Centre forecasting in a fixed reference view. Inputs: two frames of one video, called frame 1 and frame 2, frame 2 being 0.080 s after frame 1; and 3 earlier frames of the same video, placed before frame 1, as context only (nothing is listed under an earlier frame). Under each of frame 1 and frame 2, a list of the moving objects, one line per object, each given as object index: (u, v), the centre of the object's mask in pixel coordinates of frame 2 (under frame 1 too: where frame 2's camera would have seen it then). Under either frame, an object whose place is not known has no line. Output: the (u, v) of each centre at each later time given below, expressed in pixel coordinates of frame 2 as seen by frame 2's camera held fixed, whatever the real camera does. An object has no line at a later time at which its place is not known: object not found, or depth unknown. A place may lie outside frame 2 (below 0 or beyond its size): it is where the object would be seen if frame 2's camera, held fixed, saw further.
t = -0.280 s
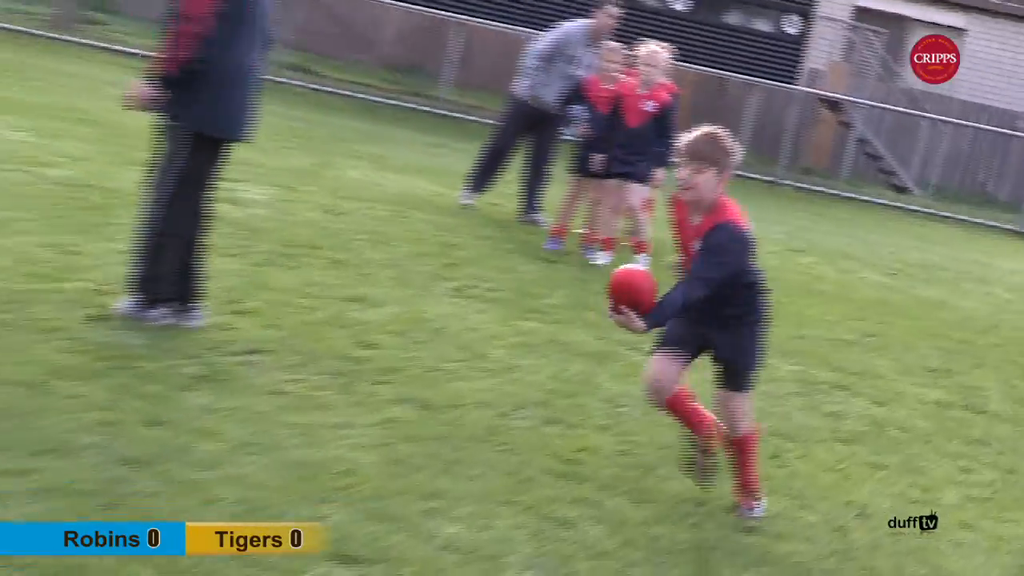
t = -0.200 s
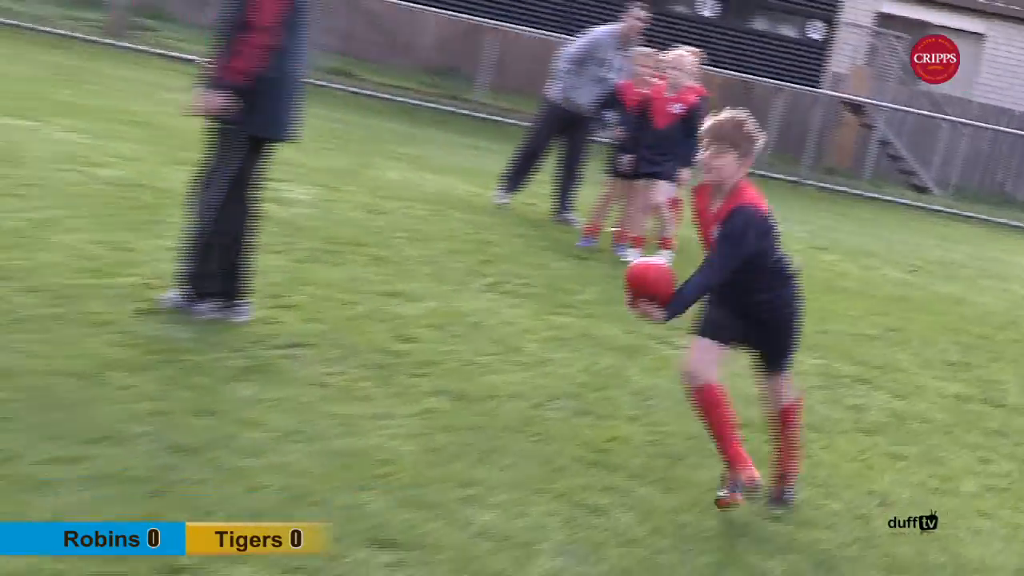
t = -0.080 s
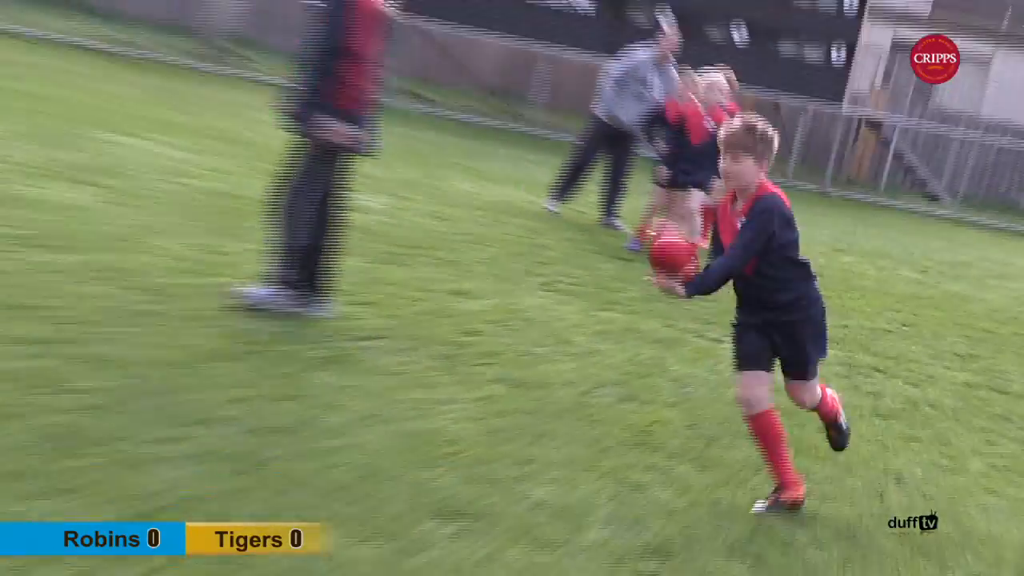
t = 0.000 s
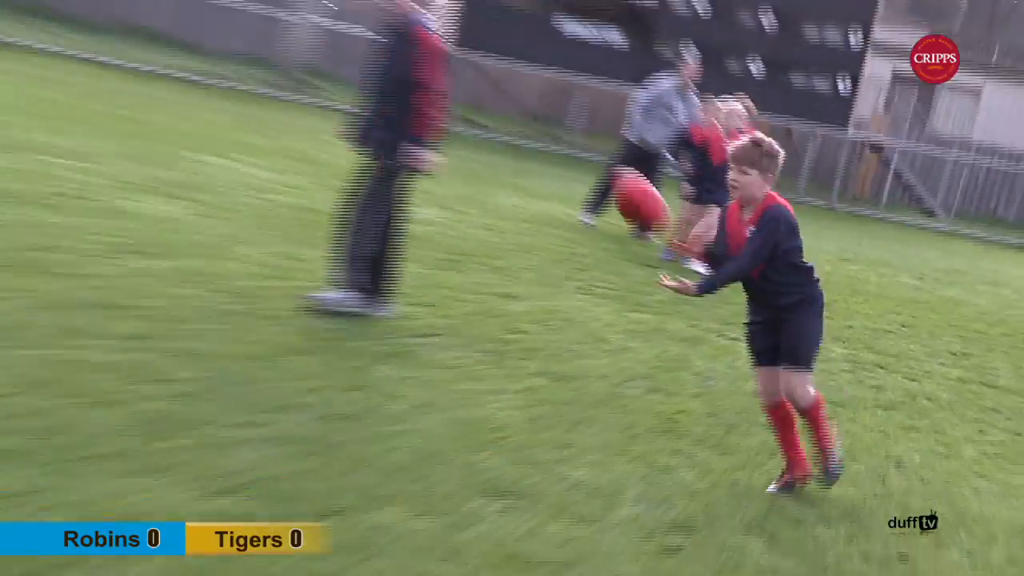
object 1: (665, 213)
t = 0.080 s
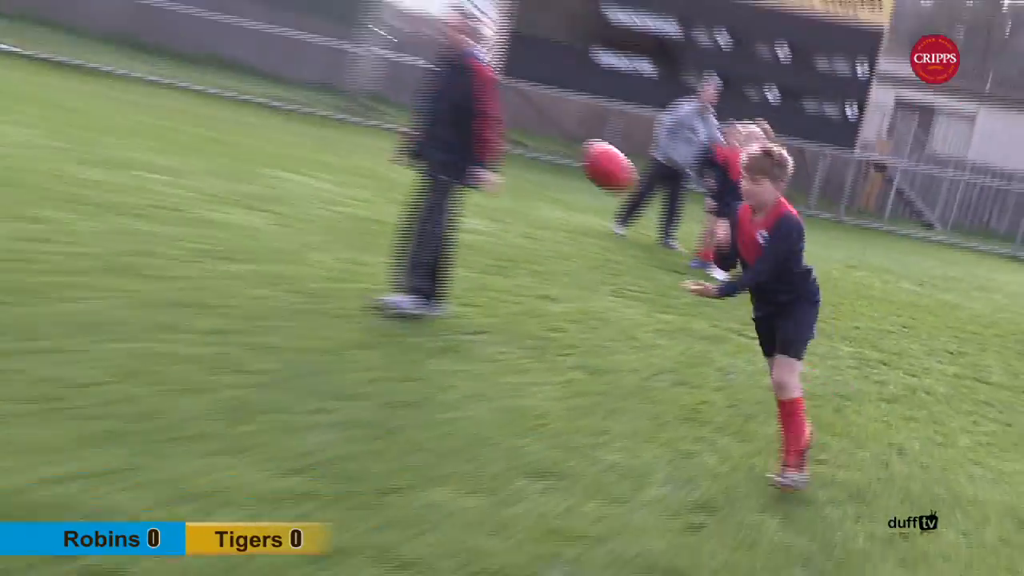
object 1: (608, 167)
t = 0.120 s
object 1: (575, 147)
